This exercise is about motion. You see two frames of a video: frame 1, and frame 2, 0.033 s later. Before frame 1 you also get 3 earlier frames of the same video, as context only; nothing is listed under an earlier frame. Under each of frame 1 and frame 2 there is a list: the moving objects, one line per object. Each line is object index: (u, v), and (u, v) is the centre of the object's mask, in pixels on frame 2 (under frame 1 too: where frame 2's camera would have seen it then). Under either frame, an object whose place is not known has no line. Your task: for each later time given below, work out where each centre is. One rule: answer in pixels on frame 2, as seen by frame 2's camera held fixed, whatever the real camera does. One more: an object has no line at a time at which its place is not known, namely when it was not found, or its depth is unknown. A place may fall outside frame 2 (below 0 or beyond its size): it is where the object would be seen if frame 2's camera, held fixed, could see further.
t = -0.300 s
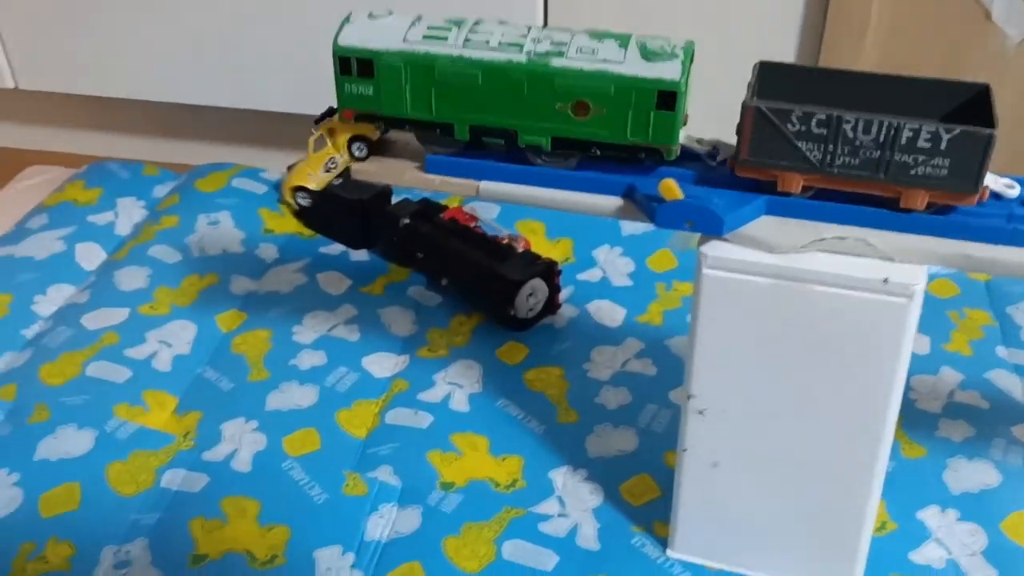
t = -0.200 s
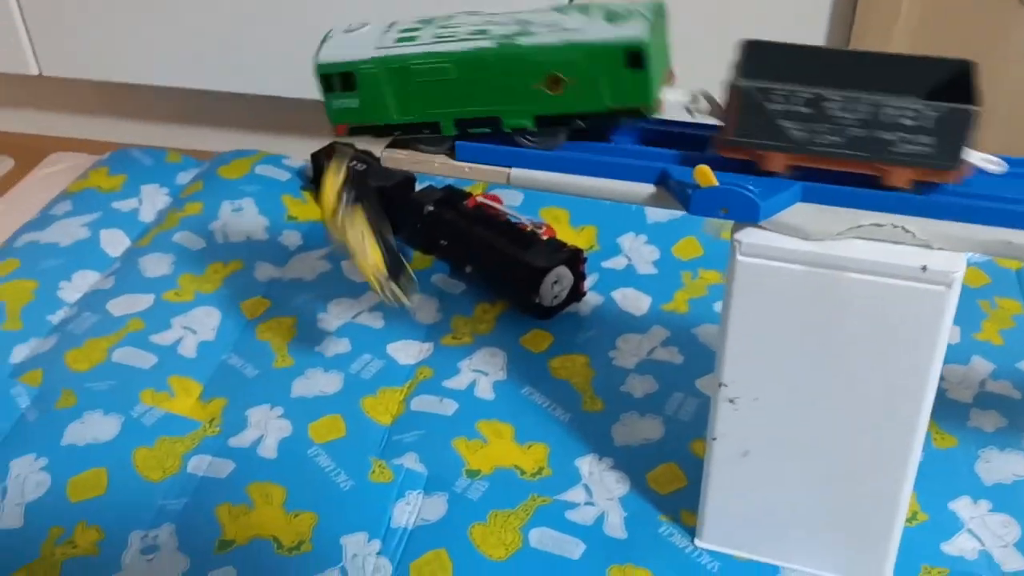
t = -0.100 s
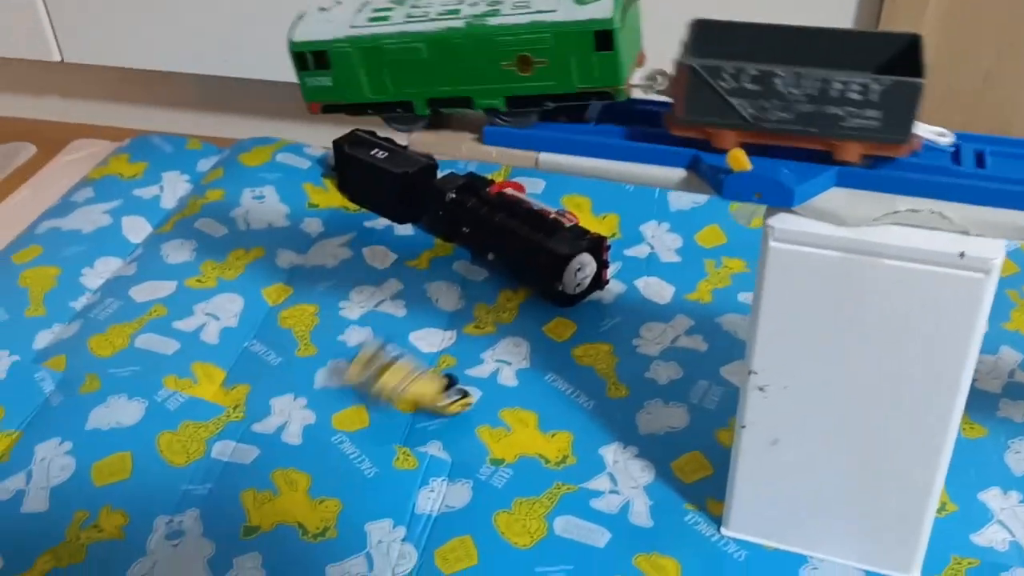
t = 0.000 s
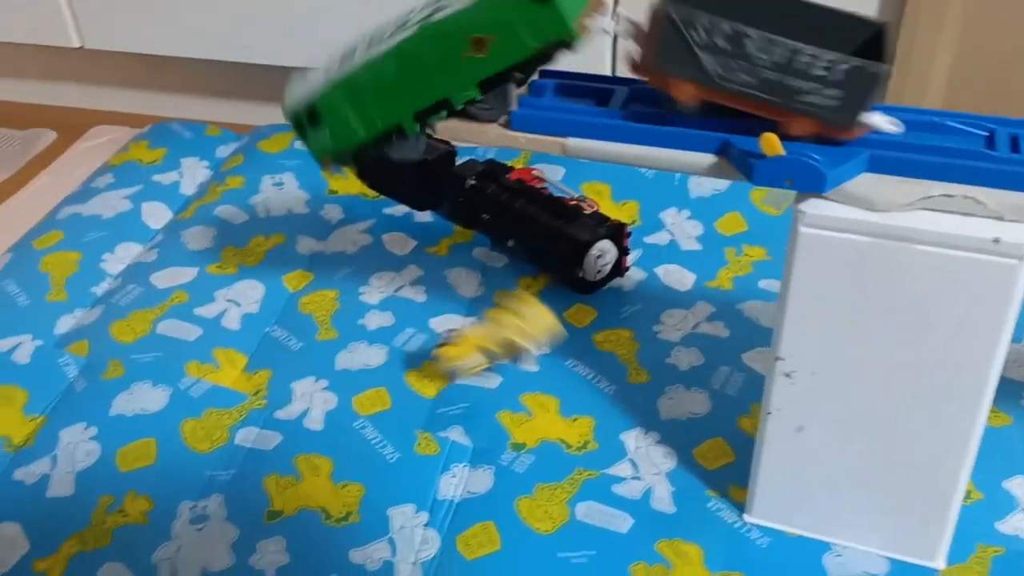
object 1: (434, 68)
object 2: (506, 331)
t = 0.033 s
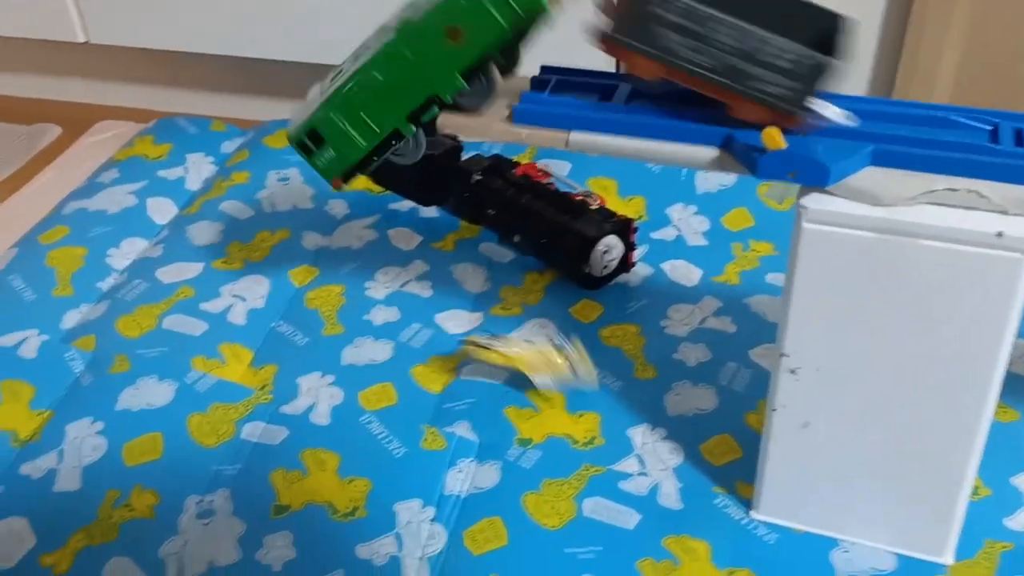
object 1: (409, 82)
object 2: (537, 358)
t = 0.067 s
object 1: (391, 93)
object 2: (535, 379)
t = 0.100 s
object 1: (377, 110)
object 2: (532, 401)
